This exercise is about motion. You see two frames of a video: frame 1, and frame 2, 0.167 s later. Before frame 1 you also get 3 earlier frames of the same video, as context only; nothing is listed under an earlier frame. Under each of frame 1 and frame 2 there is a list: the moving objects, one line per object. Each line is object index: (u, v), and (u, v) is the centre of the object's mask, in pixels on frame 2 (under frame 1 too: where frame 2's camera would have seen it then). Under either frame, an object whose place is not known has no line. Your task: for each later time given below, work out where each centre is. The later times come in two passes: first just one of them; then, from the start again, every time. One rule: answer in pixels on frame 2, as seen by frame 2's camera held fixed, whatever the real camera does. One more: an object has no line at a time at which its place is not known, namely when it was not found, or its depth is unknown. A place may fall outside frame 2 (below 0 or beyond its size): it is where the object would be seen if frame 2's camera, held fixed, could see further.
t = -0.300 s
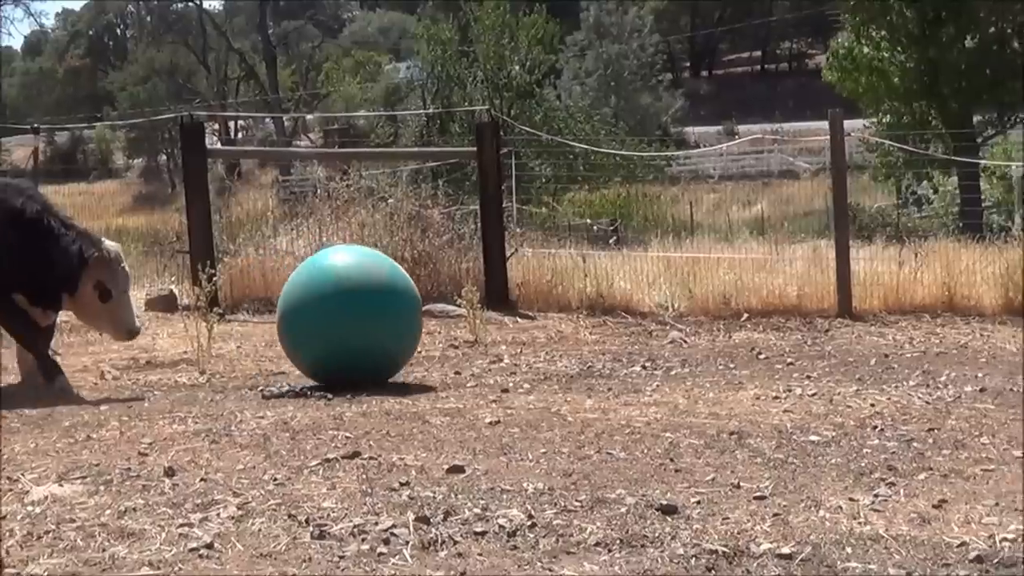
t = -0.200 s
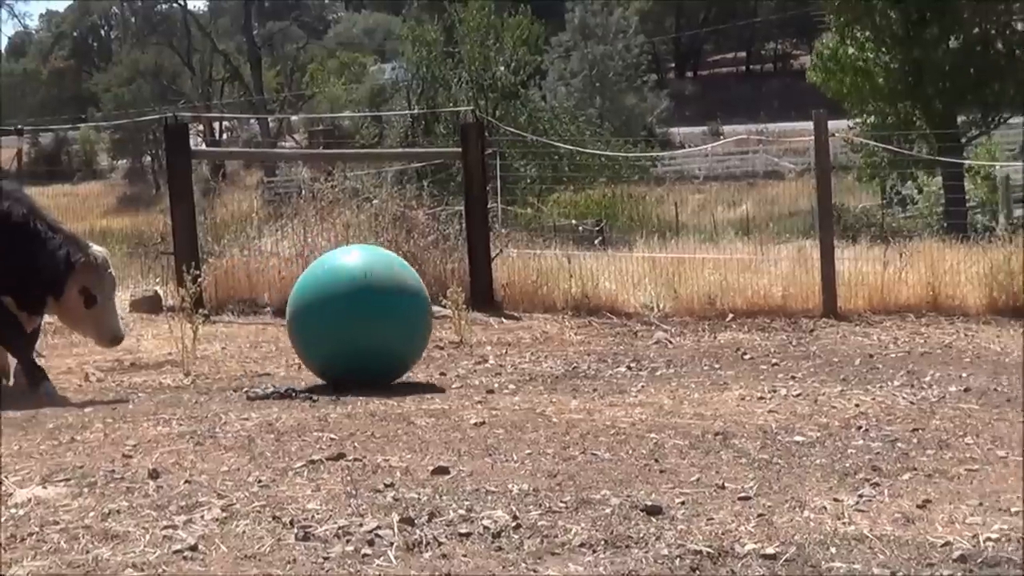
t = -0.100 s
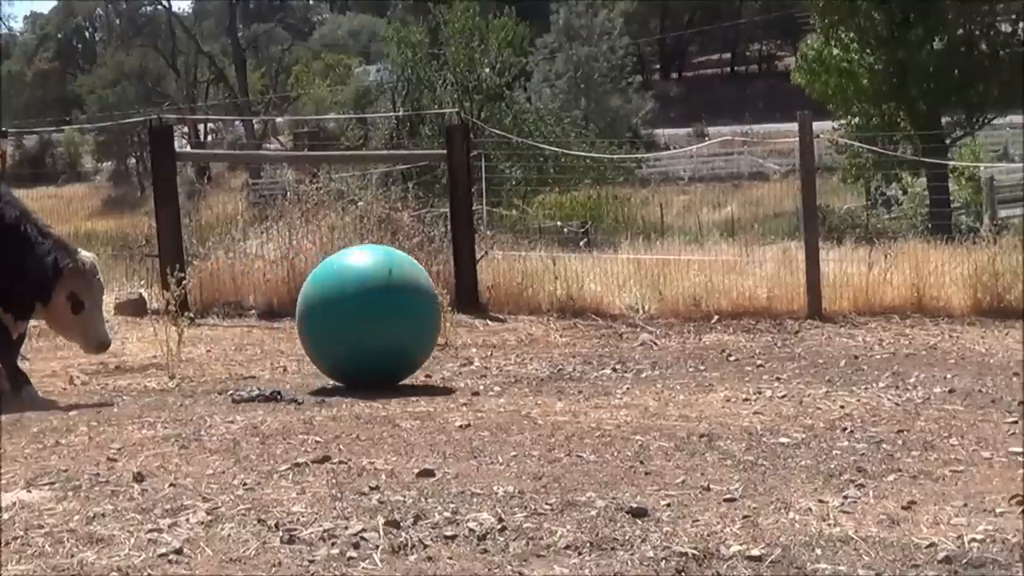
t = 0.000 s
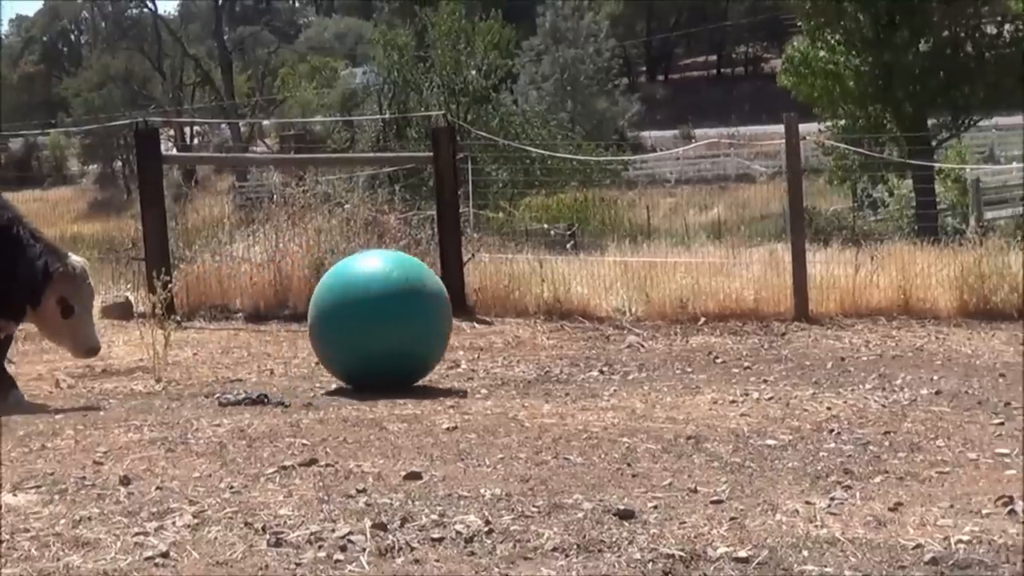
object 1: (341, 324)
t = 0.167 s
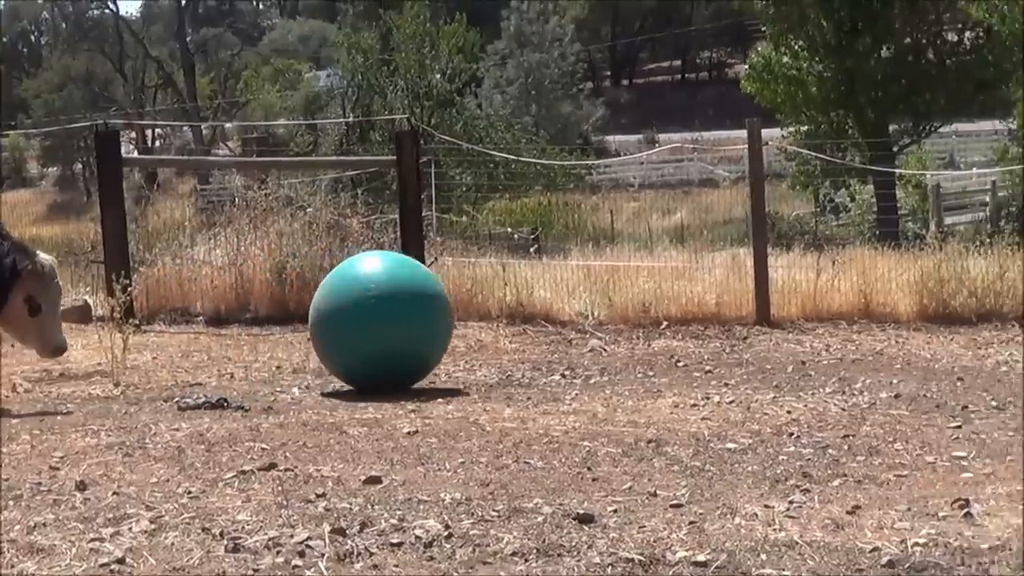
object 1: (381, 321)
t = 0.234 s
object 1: (396, 324)
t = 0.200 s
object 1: (388, 323)
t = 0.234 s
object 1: (396, 324)
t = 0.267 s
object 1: (403, 323)
